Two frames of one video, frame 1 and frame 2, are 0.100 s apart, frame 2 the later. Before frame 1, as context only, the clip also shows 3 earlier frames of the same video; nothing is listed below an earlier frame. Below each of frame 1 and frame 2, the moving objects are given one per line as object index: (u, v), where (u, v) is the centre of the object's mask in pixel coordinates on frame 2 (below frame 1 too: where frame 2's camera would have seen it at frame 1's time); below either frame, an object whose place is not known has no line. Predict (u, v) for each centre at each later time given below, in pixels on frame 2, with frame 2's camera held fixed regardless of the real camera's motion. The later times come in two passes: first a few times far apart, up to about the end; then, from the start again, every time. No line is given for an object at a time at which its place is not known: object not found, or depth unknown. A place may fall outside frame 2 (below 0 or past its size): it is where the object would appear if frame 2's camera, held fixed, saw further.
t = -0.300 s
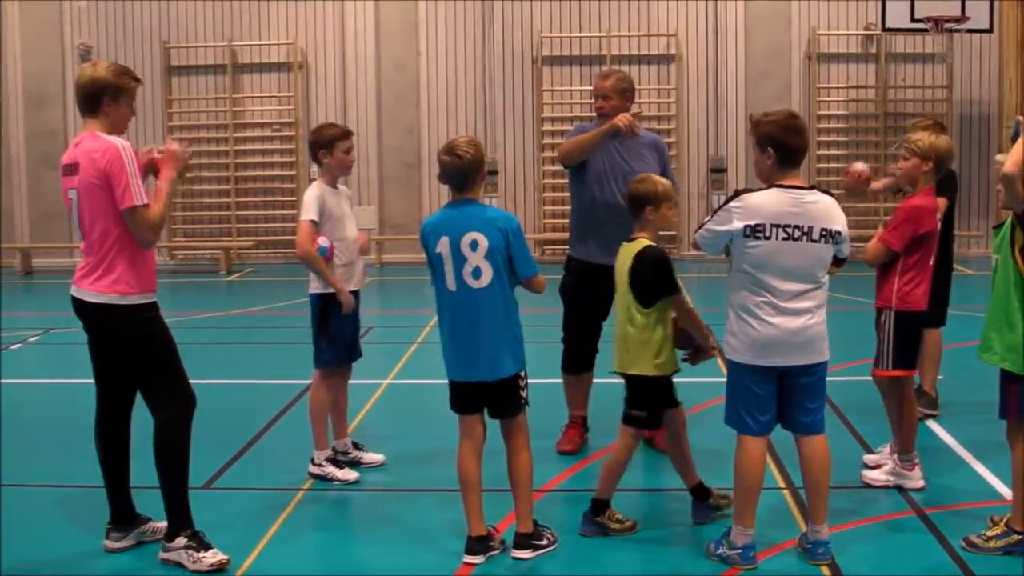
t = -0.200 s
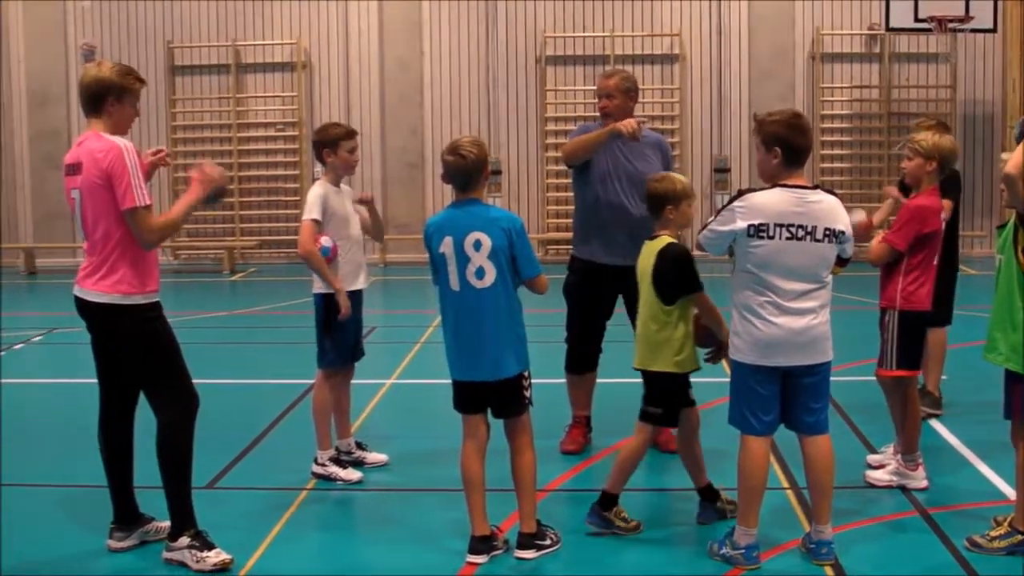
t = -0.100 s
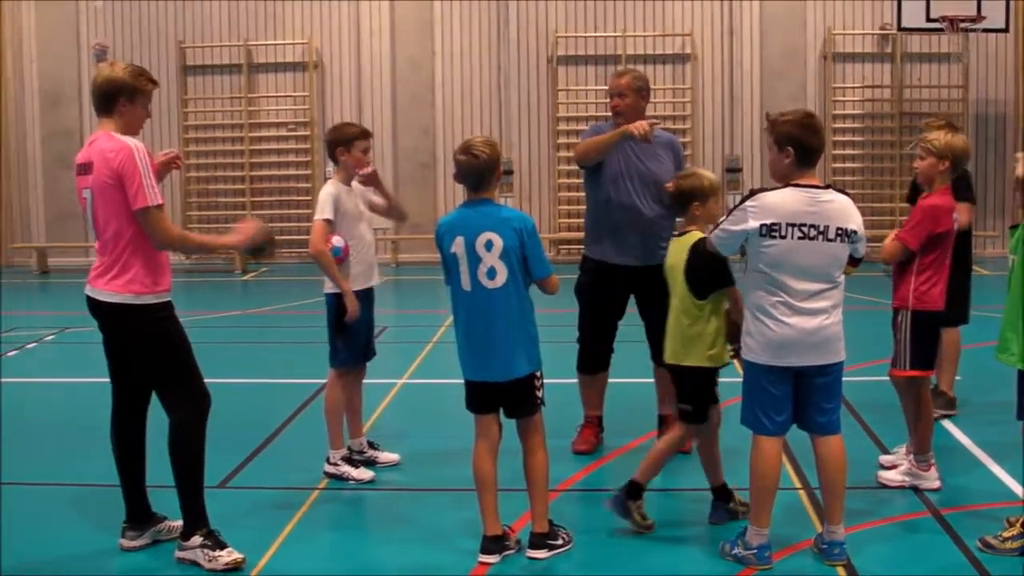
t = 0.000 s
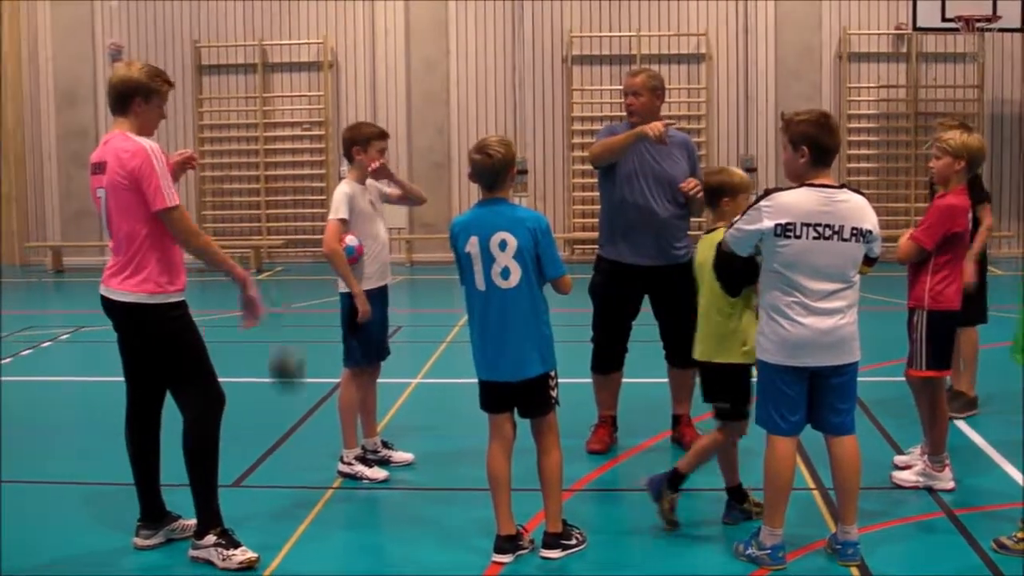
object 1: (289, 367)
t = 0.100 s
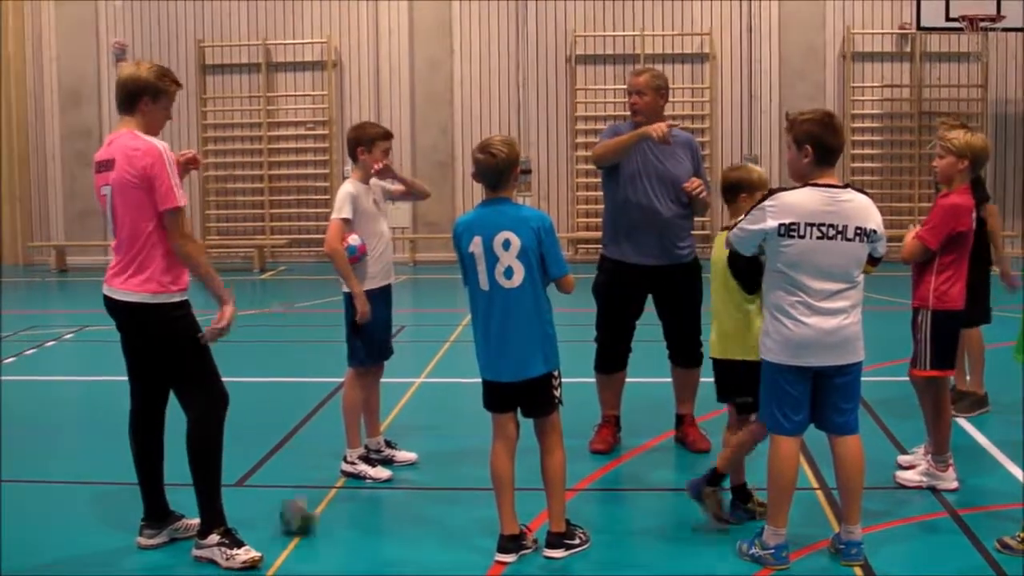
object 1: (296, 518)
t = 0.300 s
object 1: (286, 344)
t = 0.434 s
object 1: (279, 275)
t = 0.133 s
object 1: (295, 484)
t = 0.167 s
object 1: (292, 452)
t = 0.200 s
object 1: (290, 421)
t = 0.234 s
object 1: (289, 392)
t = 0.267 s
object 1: (287, 366)
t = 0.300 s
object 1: (286, 344)
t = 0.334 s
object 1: (283, 321)
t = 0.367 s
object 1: (282, 304)
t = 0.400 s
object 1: (280, 287)
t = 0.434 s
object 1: (279, 275)
